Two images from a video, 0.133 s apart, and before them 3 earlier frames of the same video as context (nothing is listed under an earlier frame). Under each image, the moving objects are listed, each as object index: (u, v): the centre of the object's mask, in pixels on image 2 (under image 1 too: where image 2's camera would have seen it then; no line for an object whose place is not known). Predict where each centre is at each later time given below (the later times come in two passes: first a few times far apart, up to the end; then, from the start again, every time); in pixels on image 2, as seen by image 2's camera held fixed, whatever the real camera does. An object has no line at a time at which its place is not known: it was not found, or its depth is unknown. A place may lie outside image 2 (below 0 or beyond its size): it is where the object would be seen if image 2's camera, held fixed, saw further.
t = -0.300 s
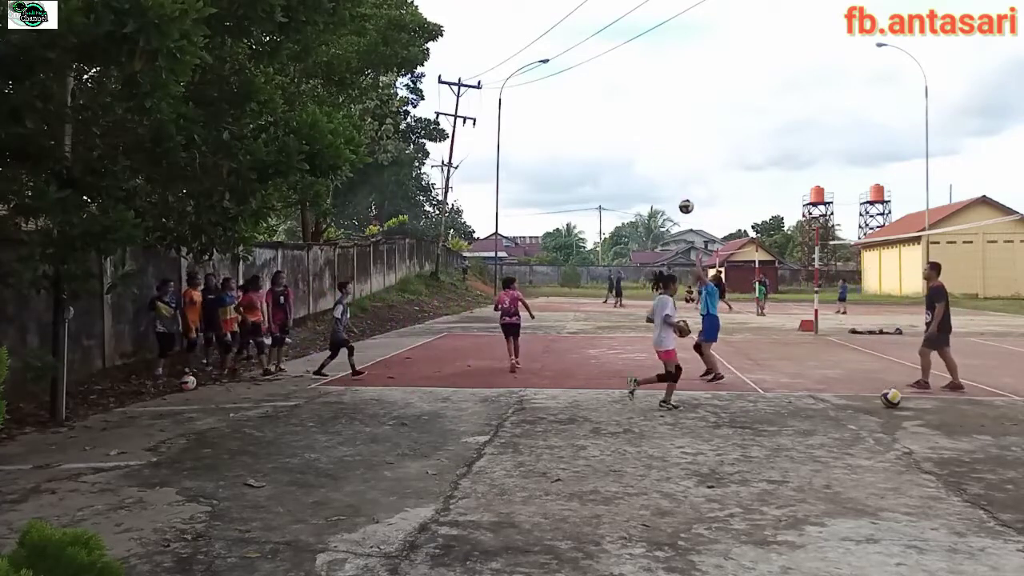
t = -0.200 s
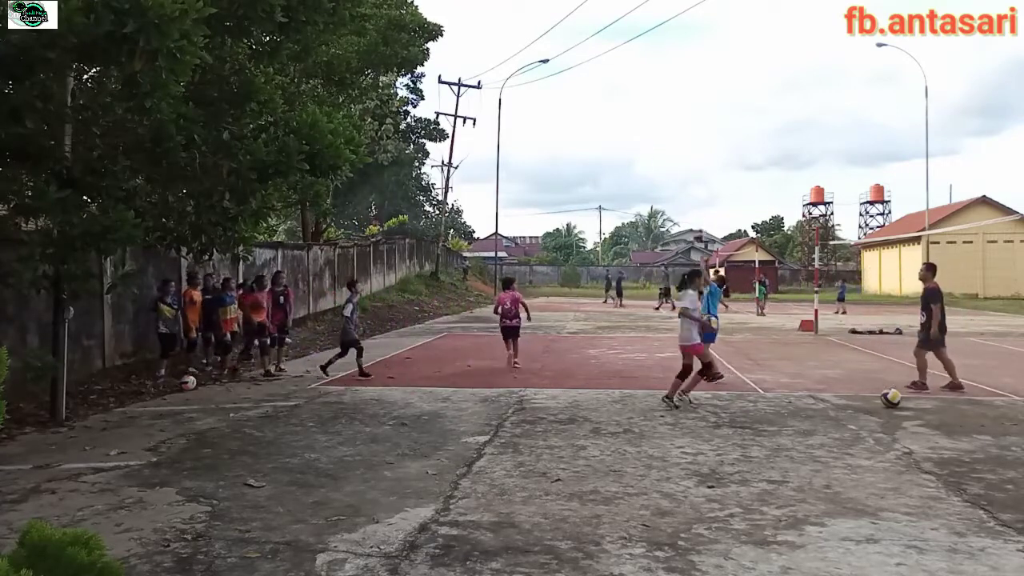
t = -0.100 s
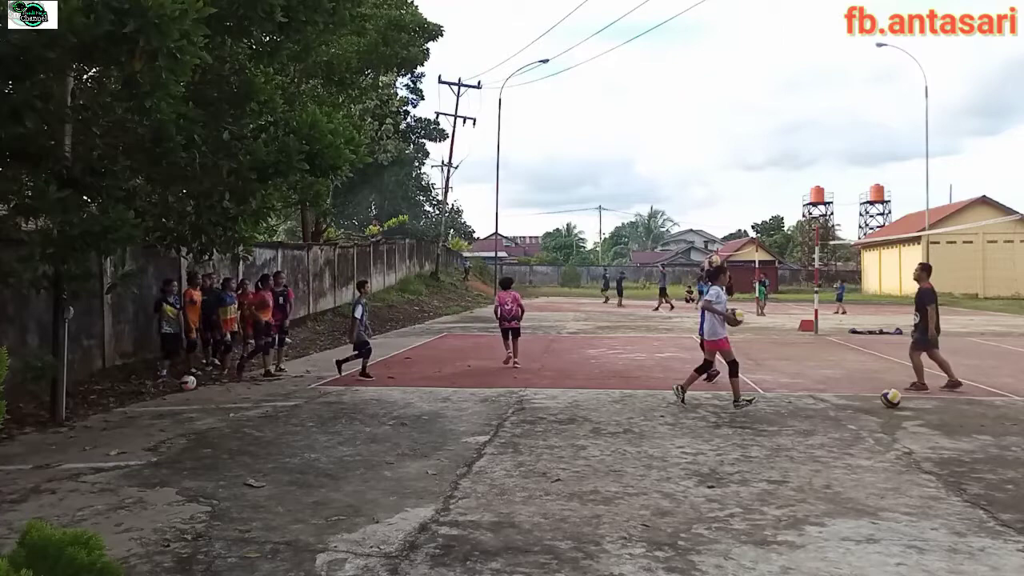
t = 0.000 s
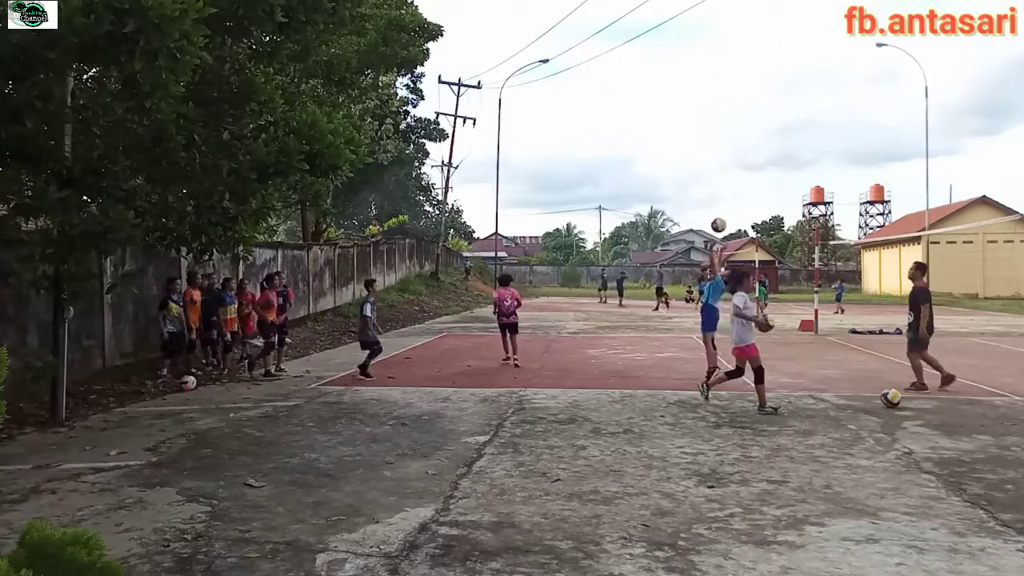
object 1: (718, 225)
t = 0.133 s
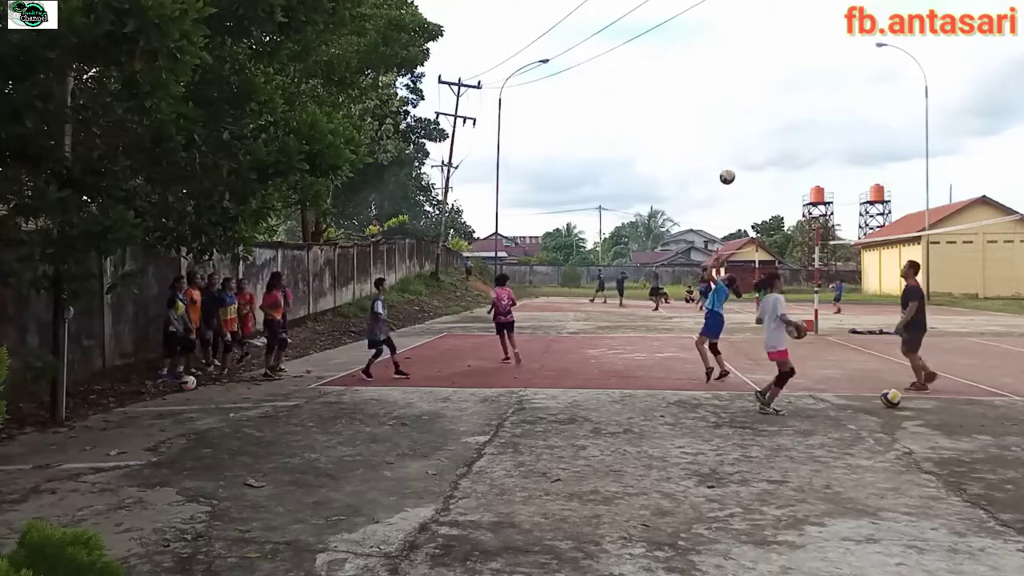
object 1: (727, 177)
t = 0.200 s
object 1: (731, 157)
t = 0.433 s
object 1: (746, 115)
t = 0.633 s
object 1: (758, 109)
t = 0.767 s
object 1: (766, 121)
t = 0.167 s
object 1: (729, 167)
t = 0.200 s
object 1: (731, 157)
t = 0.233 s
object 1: (733, 149)
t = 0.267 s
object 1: (735, 142)
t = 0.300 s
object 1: (738, 135)
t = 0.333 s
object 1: (740, 128)
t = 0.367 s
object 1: (742, 123)
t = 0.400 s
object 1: (744, 119)
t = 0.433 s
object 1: (746, 115)
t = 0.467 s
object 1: (748, 112)
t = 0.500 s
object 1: (750, 110)
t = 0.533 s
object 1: (752, 109)
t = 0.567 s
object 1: (754, 108)
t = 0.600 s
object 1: (756, 108)
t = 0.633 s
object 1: (758, 109)
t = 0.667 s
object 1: (760, 111)
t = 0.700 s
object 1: (762, 113)
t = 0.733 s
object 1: (763, 117)
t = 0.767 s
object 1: (766, 121)
